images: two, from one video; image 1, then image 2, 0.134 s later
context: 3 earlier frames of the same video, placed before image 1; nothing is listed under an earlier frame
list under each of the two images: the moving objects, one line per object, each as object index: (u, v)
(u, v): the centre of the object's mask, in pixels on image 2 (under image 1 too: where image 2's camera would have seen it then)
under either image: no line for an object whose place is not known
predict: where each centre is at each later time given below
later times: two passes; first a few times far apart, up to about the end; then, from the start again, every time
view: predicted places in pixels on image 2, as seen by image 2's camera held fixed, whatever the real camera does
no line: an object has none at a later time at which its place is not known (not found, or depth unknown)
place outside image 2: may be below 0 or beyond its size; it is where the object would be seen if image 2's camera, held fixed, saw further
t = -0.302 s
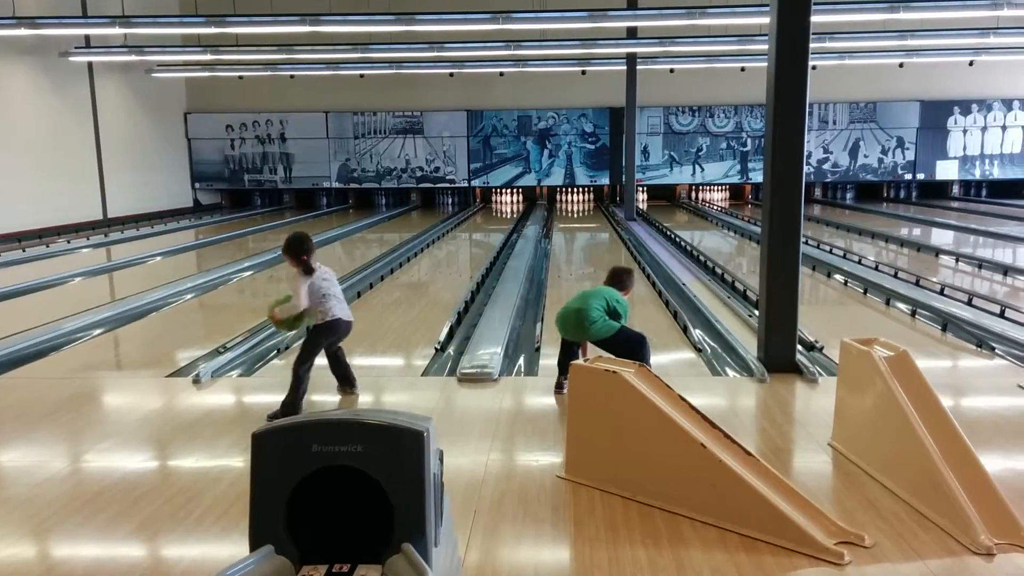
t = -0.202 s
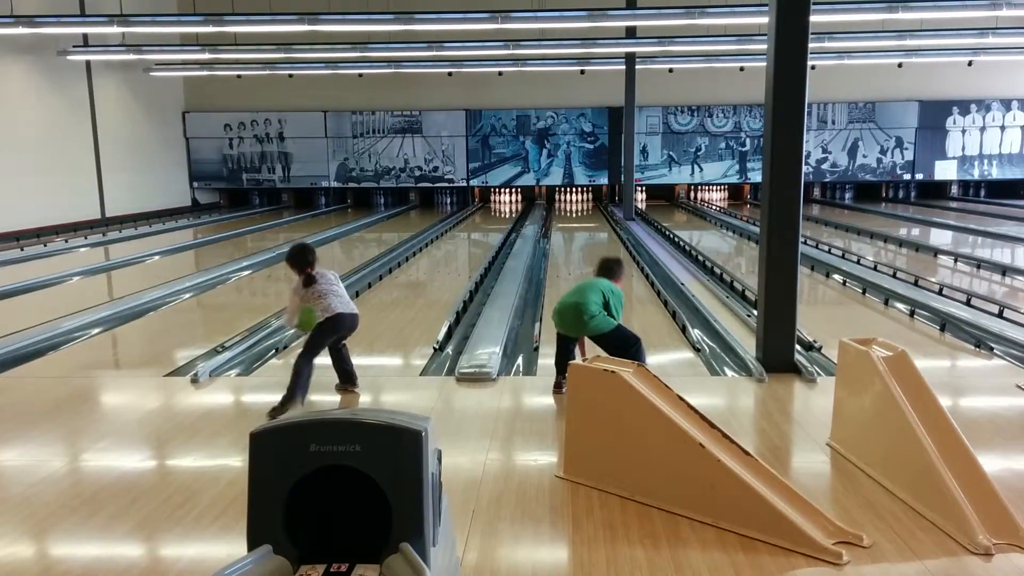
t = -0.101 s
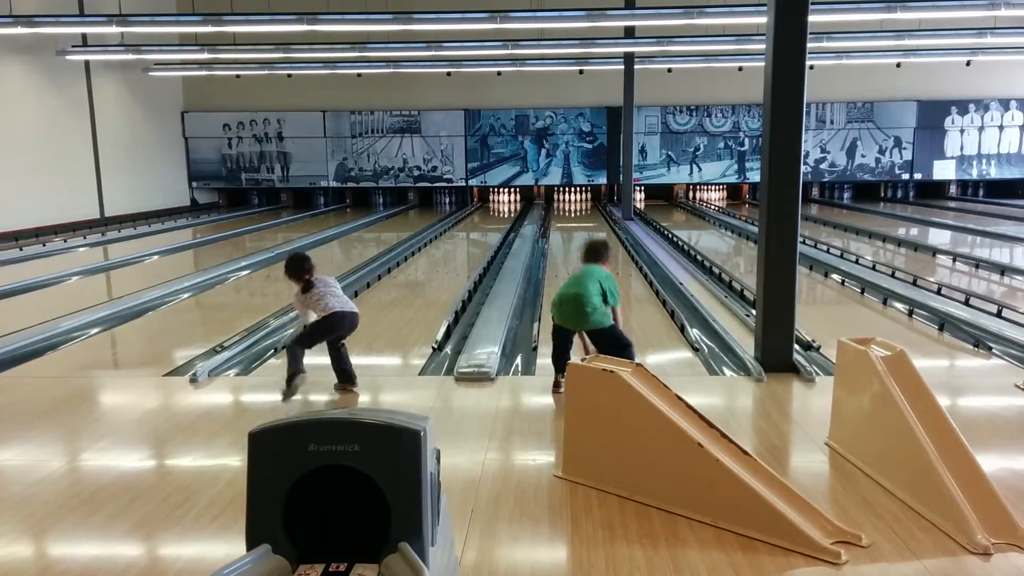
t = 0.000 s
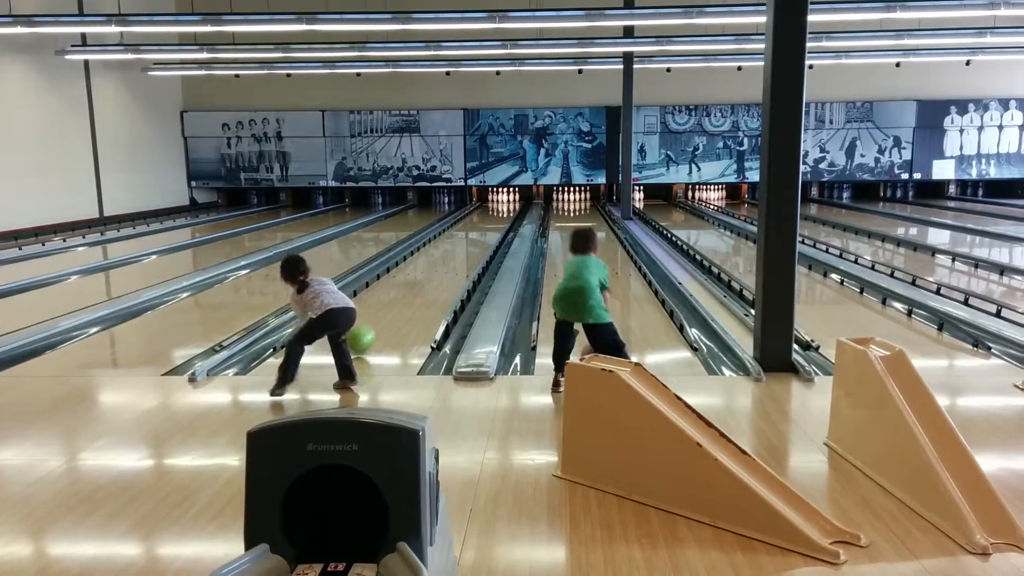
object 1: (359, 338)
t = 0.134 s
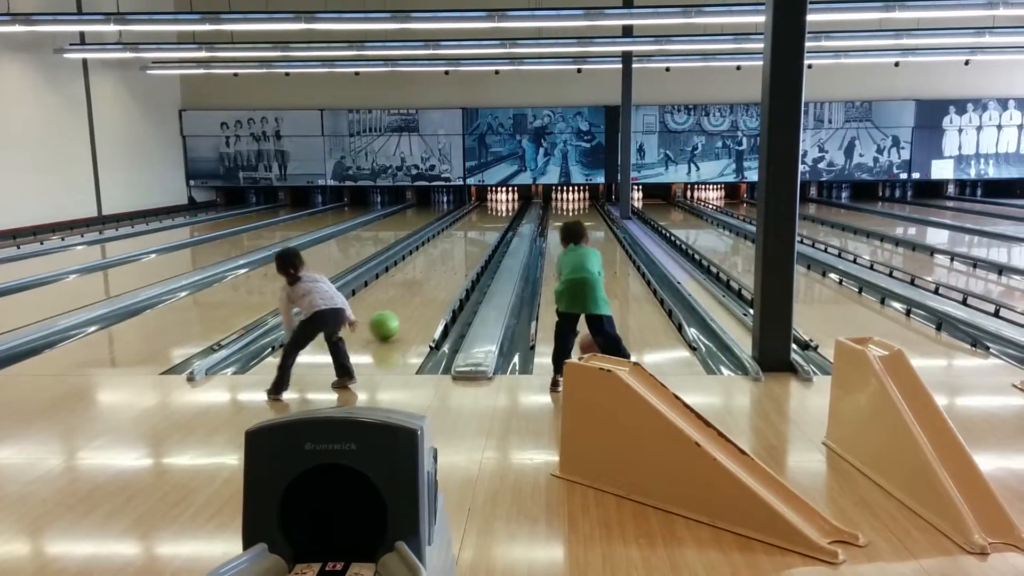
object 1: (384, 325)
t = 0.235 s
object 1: (403, 318)
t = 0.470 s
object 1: (438, 301)
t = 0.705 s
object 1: (443, 288)
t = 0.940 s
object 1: (440, 277)
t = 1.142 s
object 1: (439, 270)
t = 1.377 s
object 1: (438, 262)
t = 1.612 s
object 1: (438, 256)
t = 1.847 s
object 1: (437, 249)
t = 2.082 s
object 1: (436, 244)
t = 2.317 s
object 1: (436, 239)
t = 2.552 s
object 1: (437, 235)
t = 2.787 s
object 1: (442, 232)
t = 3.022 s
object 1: (449, 229)
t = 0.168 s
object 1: (391, 322)
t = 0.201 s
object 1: (396, 320)
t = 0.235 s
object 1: (403, 318)
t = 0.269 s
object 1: (408, 315)
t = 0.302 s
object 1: (414, 312)
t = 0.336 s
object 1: (419, 310)
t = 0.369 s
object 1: (424, 307)
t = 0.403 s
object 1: (429, 305)
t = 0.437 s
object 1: (434, 303)
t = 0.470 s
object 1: (438, 301)
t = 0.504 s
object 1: (442, 298)
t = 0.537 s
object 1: (444, 297)
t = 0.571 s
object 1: (444, 295)
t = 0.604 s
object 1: (444, 293)
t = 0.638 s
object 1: (444, 292)
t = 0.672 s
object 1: (443, 290)
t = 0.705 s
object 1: (443, 288)
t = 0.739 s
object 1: (443, 287)
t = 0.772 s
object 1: (442, 285)
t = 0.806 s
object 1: (442, 283)
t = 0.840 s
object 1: (441, 282)
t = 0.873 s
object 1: (441, 280)
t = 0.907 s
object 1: (441, 278)
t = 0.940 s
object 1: (440, 277)
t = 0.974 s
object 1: (440, 276)
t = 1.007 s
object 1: (440, 275)
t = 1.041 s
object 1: (440, 274)
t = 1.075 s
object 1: (440, 272)
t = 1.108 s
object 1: (440, 270)
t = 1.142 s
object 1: (439, 270)
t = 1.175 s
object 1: (439, 268)
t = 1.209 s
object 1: (439, 267)
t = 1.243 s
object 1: (439, 266)
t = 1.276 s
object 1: (439, 265)
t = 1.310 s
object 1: (439, 264)
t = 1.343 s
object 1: (438, 263)
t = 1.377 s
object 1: (438, 262)
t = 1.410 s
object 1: (438, 261)
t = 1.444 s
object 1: (438, 260)
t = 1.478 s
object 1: (438, 259)
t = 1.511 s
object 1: (438, 258)
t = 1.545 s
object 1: (438, 257)
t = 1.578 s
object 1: (438, 257)
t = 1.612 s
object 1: (438, 256)
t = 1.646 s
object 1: (437, 255)
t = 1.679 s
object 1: (437, 254)
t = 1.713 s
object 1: (437, 253)
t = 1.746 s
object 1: (437, 252)
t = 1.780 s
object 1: (437, 251)
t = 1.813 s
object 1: (437, 250)
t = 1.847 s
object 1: (437, 249)
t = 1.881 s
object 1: (437, 248)
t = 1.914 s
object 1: (437, 248)
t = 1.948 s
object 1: (437, 247)
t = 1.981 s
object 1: (437, 247)
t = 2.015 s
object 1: (436, 245)
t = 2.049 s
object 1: (436, 245)
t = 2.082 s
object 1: (436, 244)
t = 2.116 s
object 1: (436, 244)
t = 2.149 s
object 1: (436, 243)
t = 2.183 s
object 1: (436, 242)
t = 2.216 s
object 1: (436, 241)
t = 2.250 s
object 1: (436, 241)
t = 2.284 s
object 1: (436, 240)
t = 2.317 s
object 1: (436, 239)
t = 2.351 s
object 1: (436, 239)
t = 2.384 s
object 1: (437, 238)
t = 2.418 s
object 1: (437, 237)
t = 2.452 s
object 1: (437, 237)
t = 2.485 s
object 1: (437, 236)
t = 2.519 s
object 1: (437, 236)
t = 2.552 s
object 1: (437, 235)
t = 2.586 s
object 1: (437, 235)
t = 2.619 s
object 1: (438, 235)
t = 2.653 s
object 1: (438, 234)
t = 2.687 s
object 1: (439, 234)
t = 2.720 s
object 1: (440, 233)
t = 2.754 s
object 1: (441, 232)
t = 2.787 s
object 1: (442, 232)
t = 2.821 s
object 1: (443, 232)
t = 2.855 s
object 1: (444, 231)
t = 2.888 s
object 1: (446, 231)
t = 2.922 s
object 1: (446, 230)
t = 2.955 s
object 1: (447, 230)
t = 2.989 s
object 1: (448, 230)
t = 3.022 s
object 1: (449, 229)
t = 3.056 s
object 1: (449, 229)
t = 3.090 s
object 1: (449, 229)
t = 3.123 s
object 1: (450, 228)
